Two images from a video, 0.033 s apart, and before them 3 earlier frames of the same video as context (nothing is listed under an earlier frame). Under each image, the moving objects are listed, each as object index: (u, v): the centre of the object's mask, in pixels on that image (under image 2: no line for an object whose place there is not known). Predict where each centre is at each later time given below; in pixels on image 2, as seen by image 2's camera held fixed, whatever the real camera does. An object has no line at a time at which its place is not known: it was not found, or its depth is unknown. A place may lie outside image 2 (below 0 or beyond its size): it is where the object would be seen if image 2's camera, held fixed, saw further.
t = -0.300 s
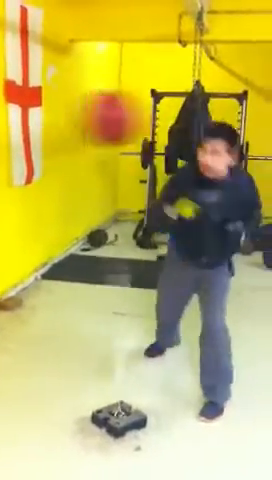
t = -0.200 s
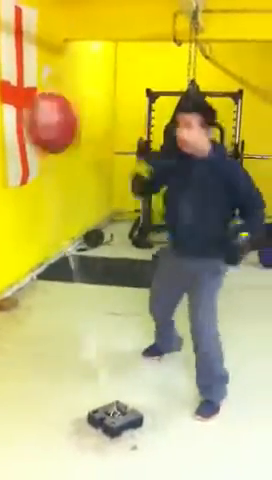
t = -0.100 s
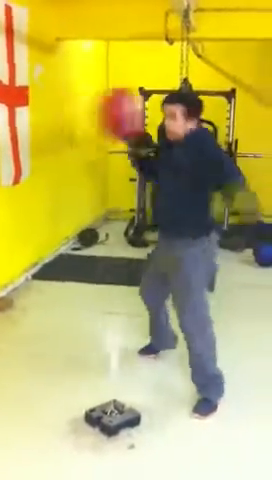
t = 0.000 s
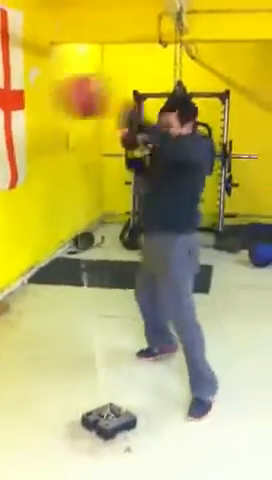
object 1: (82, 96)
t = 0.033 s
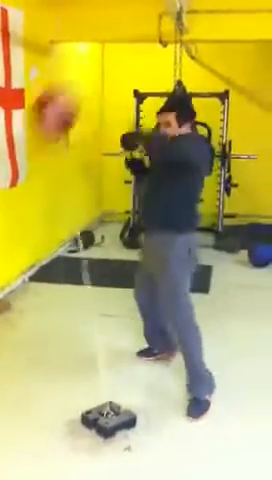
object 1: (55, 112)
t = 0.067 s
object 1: (39, 137)
